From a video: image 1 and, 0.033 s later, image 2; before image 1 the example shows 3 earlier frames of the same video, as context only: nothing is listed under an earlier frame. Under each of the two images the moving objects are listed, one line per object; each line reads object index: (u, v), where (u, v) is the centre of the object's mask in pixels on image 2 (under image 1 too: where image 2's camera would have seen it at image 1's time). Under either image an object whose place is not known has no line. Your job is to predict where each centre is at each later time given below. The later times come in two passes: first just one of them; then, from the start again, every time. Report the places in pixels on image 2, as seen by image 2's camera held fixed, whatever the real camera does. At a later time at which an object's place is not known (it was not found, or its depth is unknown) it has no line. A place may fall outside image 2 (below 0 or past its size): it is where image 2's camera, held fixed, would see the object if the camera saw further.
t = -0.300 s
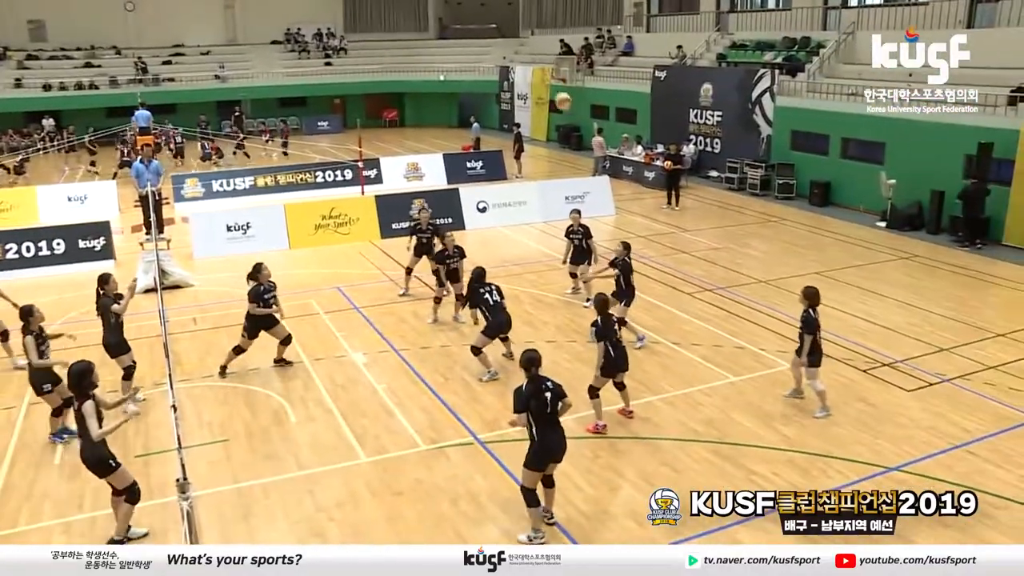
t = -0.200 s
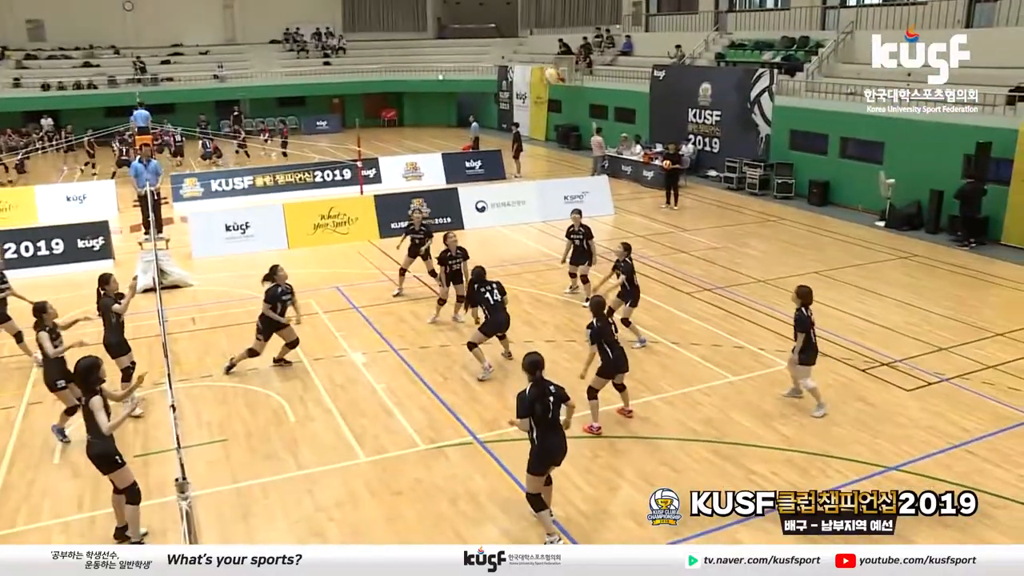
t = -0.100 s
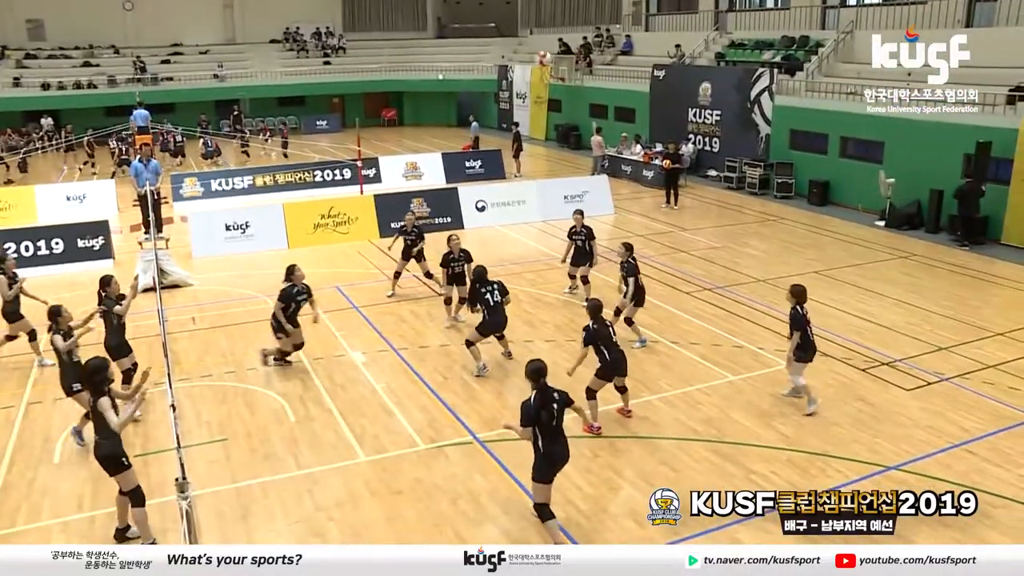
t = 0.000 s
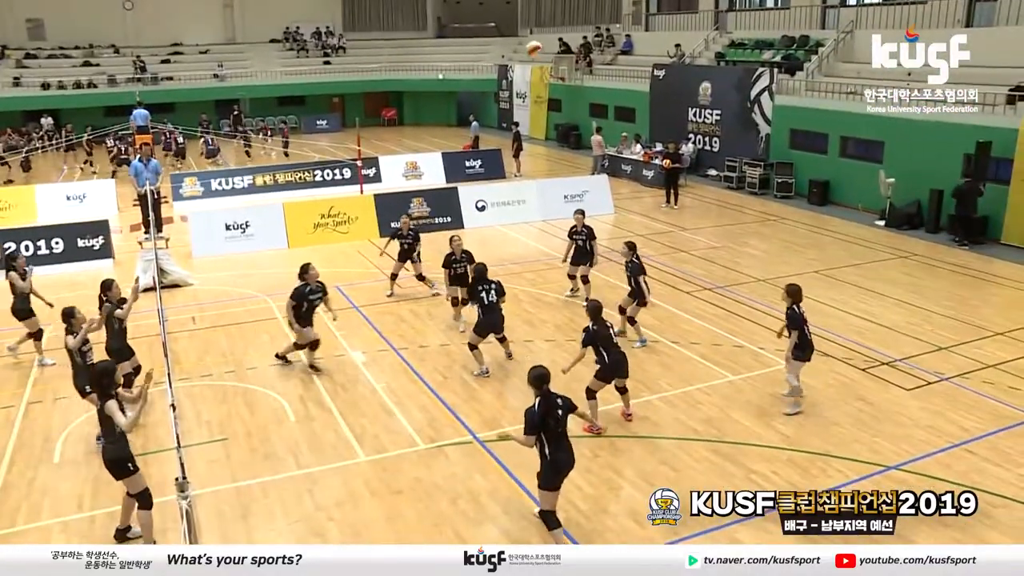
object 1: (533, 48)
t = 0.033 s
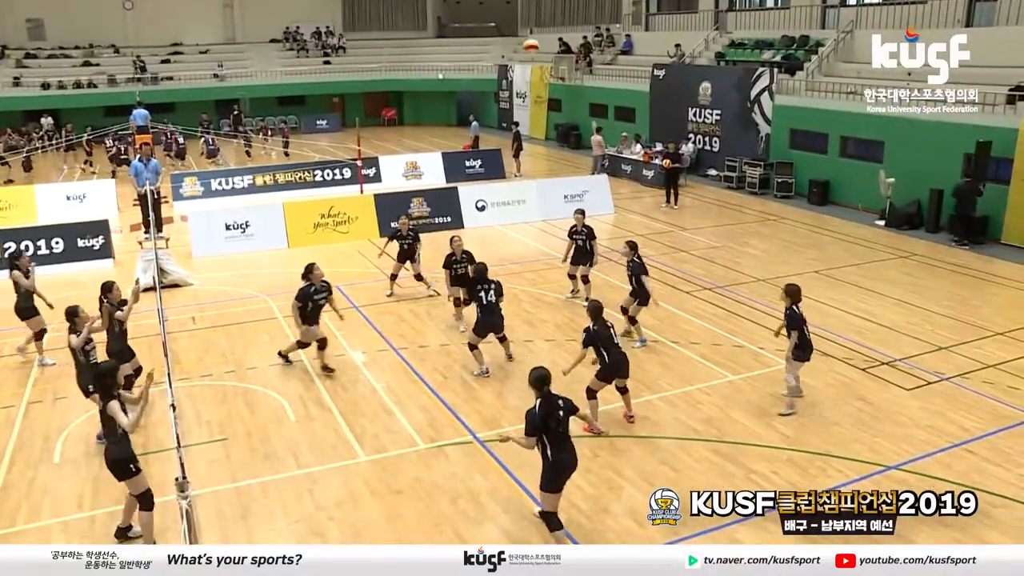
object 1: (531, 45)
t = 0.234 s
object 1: (512, 57)
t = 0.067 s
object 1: (527, 46)
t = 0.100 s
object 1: (524, 47)
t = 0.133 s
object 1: (521, 48)
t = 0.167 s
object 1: (519, 50)
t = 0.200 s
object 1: (516, 53)
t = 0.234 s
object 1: (512, 57)
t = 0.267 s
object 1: (507, 63)
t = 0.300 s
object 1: (506, 68)
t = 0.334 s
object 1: (503, 74)
